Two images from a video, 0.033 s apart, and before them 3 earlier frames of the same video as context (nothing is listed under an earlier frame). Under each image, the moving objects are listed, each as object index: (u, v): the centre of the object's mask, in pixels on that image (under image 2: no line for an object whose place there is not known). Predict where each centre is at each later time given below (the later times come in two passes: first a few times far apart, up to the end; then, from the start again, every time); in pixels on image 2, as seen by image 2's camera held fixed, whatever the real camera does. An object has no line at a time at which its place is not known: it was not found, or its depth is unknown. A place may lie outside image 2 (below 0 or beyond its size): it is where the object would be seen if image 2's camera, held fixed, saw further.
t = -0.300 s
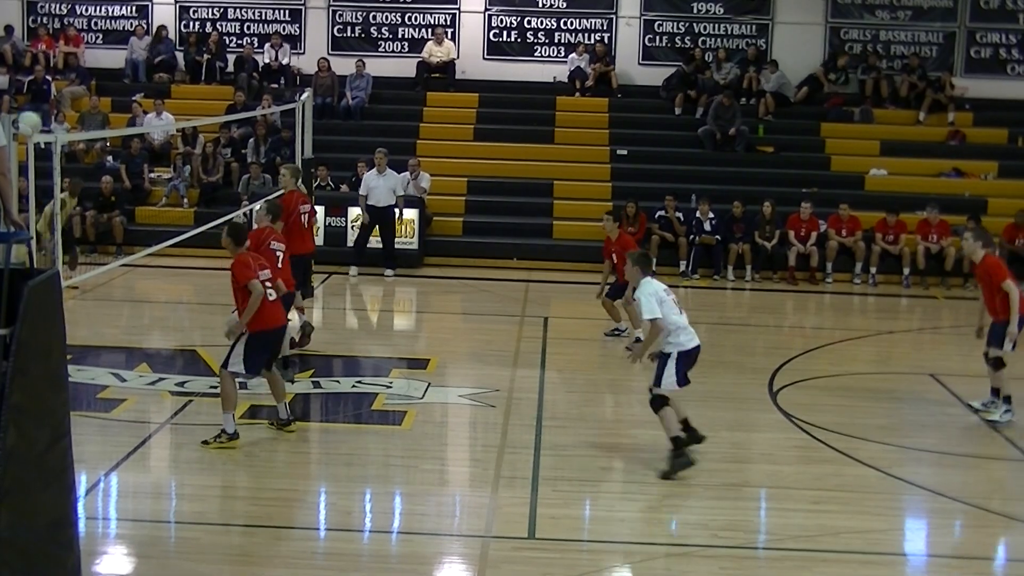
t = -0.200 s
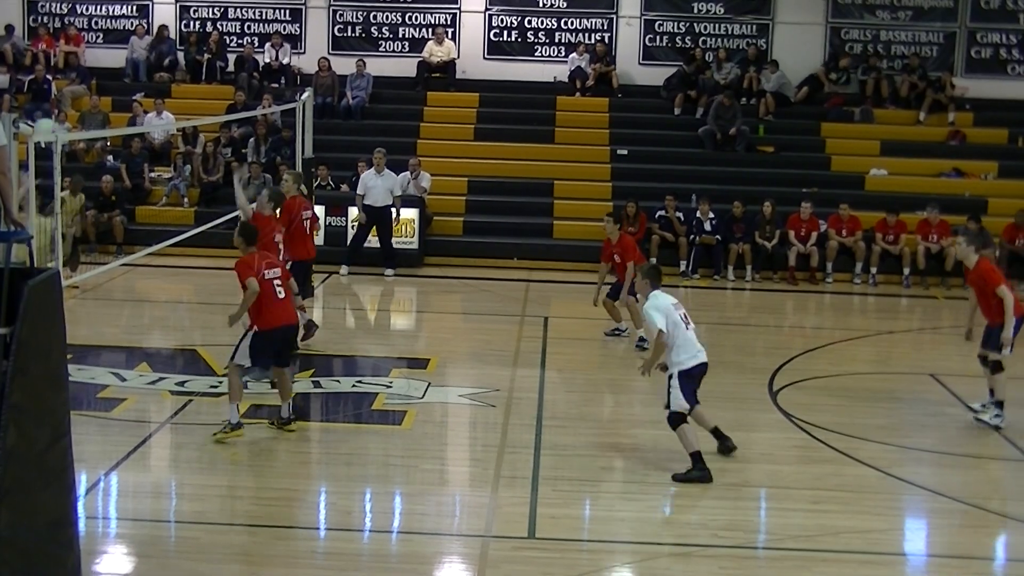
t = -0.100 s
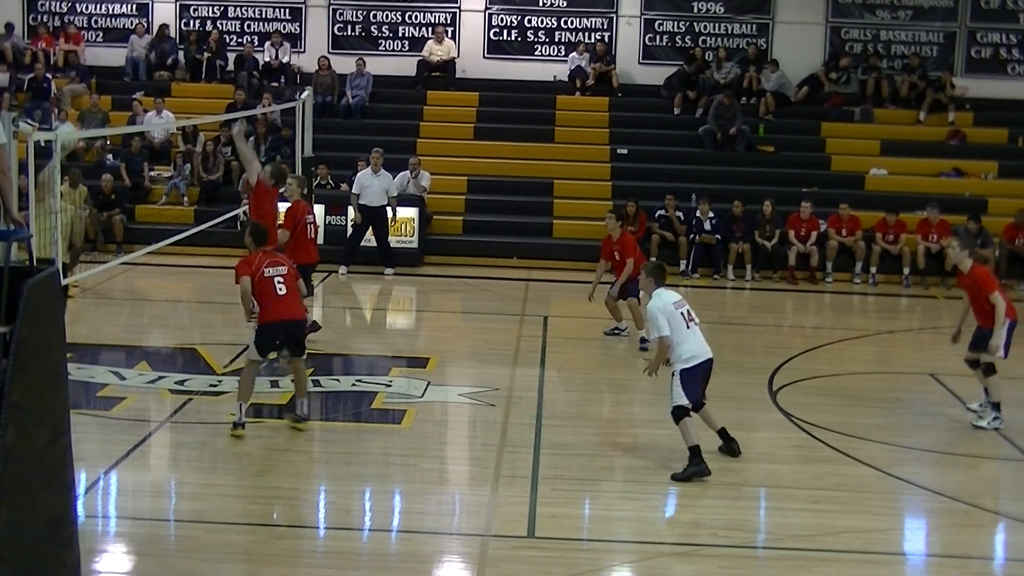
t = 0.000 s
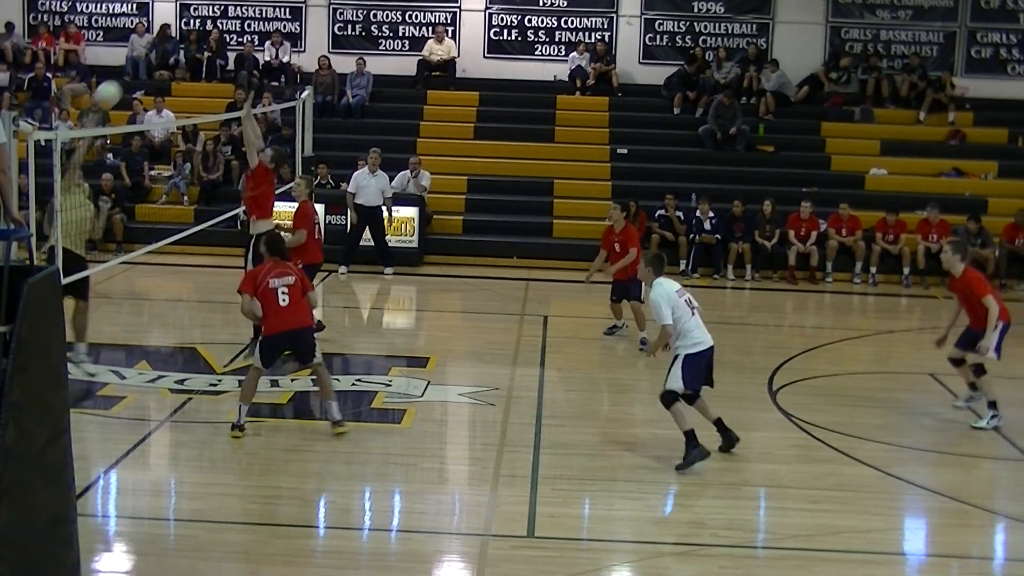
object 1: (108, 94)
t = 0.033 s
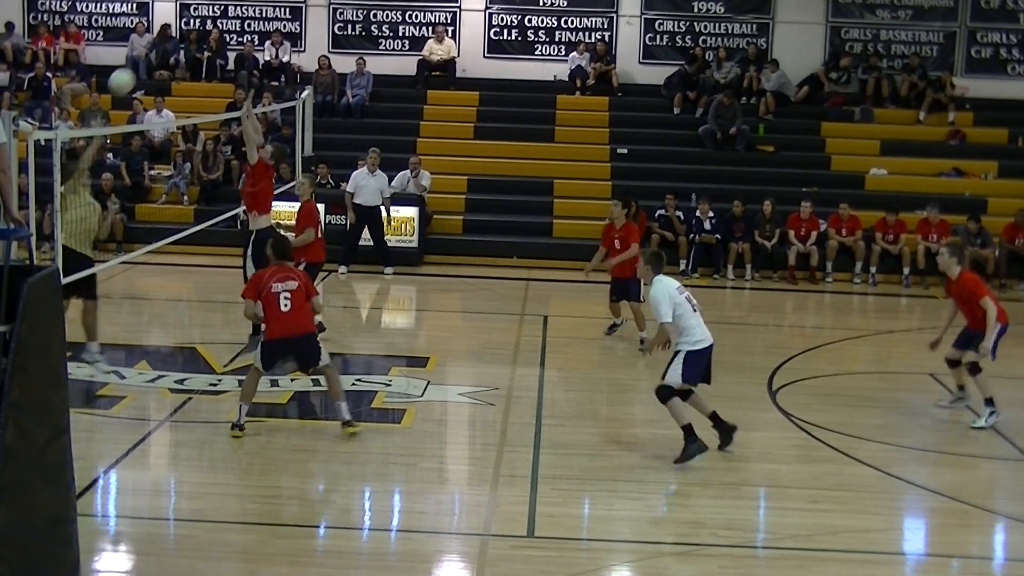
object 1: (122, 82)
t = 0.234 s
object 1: (204, 34)
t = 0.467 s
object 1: (301, 38)
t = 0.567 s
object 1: (343, 60)
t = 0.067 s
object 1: (135, 71)
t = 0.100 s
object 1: (149, 62)
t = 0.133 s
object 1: (162, 53)
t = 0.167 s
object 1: (176, 45)
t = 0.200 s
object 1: (191, 39)
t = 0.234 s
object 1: (204, 34)
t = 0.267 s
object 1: (217, 31)
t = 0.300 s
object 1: (232, 29)
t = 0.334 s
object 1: (245, 28)
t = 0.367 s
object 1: (259, 28)
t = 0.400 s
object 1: (274, 31)
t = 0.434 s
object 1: (288, 33)
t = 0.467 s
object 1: (301, 38)
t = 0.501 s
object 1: (316, 44)
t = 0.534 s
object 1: (329, 52)
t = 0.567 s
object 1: (343, 60)
